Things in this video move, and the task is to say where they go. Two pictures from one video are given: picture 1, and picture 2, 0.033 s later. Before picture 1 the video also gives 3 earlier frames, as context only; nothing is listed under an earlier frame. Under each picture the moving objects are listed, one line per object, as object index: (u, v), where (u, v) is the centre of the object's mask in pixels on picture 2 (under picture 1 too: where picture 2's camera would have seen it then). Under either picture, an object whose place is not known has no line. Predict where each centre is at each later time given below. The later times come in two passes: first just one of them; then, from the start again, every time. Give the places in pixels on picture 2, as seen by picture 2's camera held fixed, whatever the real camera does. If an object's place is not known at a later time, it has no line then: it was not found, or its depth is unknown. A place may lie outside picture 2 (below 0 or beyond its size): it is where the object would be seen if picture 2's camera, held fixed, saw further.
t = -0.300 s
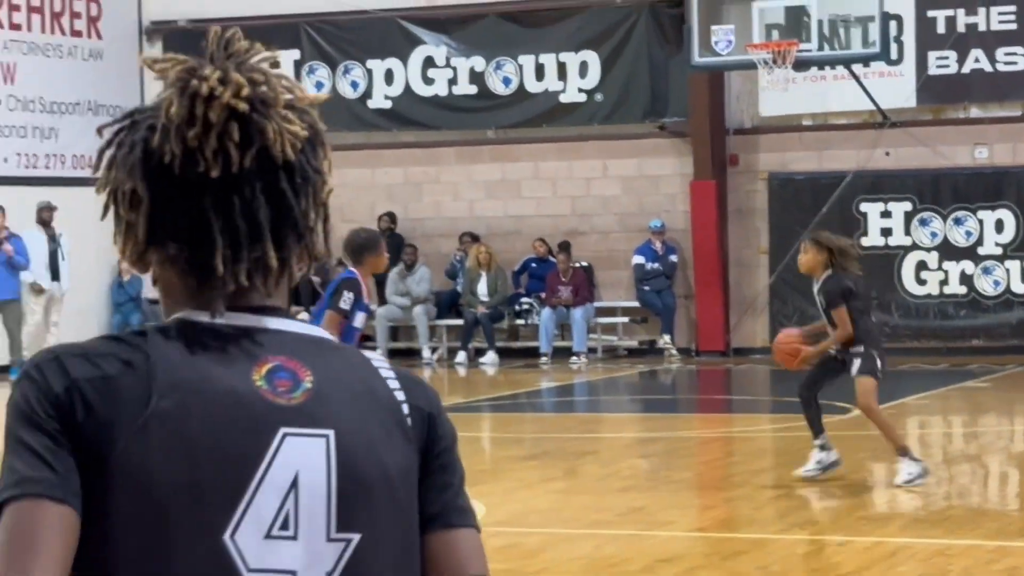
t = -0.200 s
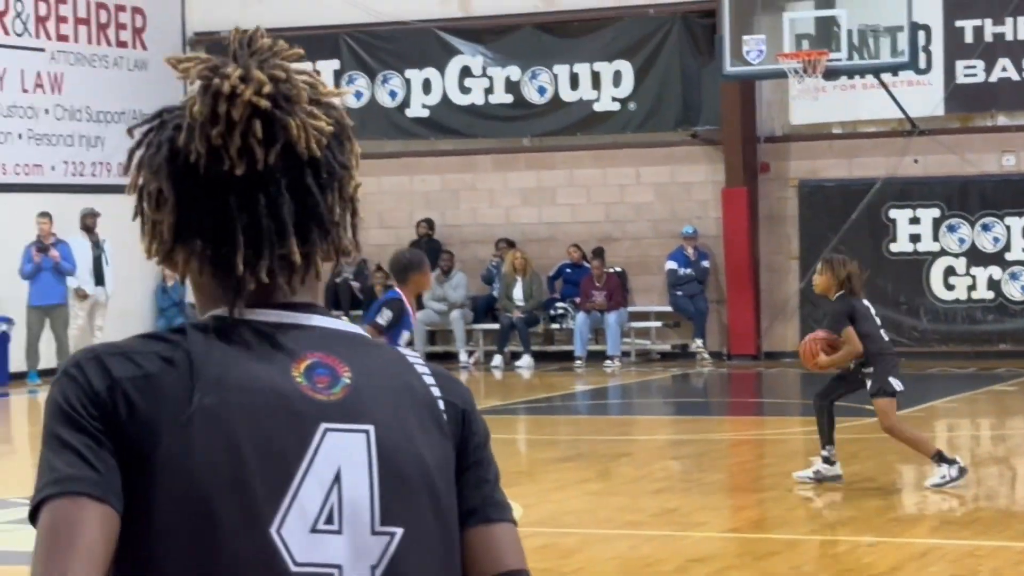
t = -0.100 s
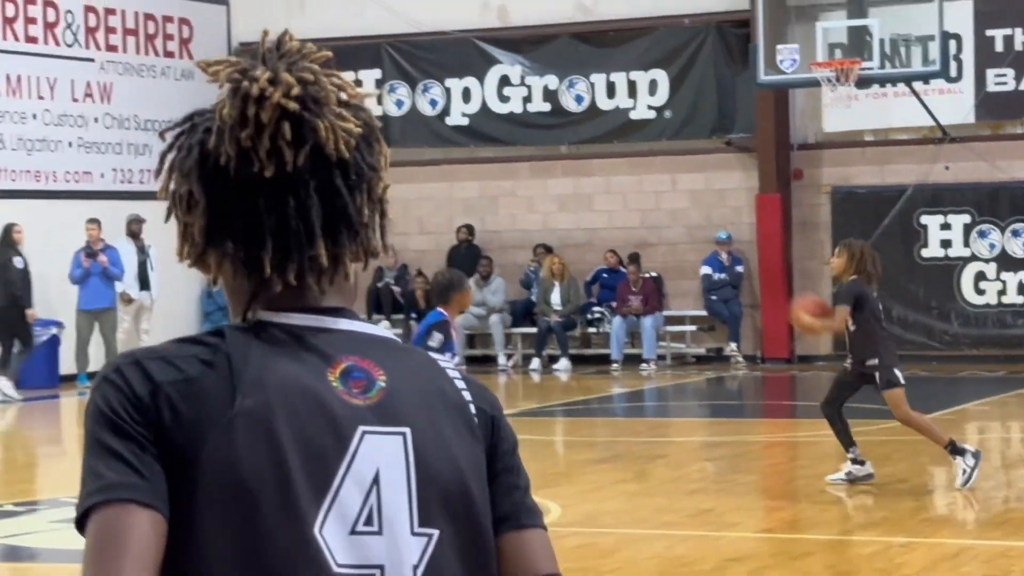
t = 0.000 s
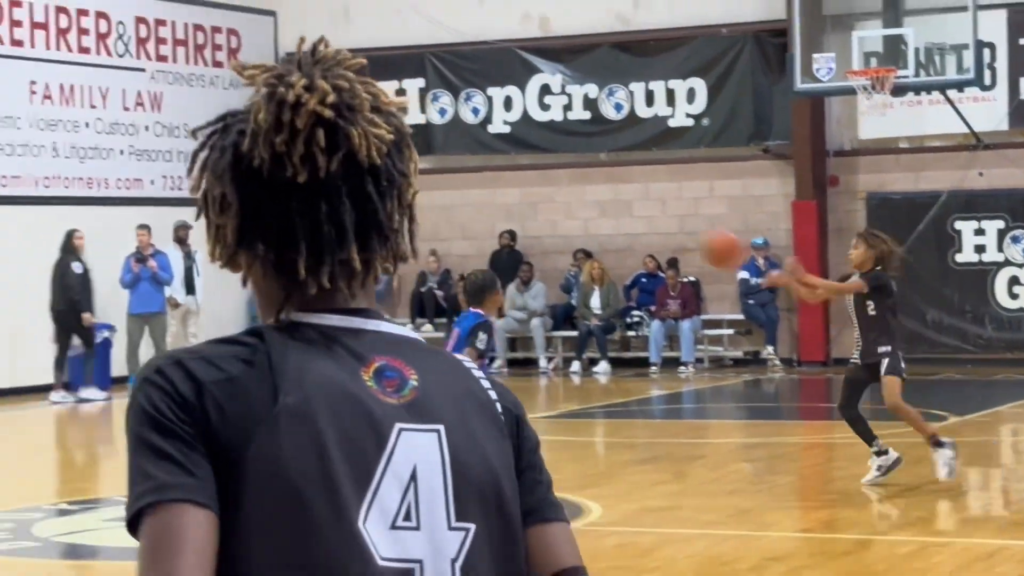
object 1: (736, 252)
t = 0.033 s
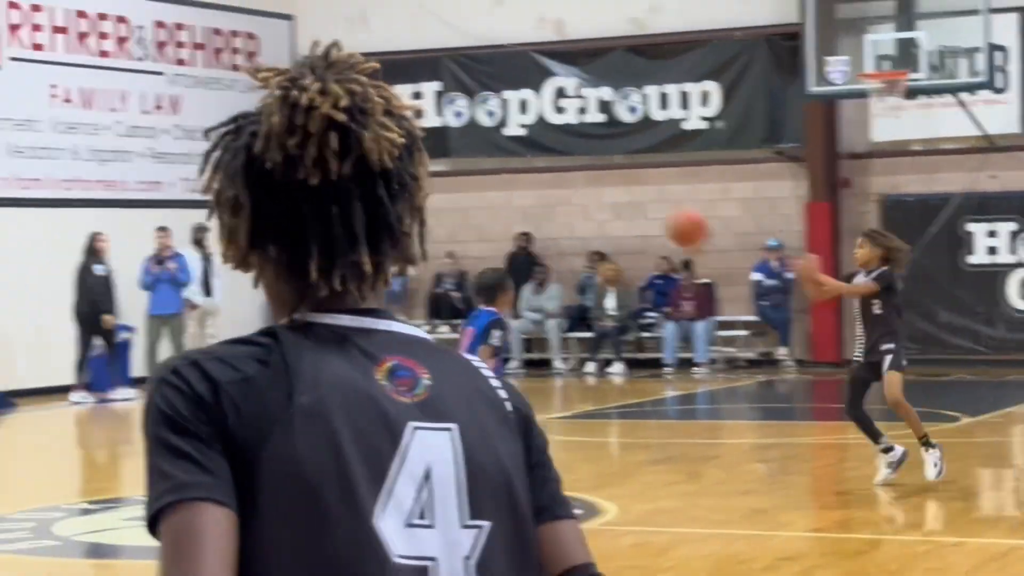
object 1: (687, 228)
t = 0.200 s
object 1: (446, 144)
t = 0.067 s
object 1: (638, 209)
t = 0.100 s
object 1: (591, 188)
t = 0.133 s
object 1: (542, 171)
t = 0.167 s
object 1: (494, 156)
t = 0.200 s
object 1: (446, 144)
